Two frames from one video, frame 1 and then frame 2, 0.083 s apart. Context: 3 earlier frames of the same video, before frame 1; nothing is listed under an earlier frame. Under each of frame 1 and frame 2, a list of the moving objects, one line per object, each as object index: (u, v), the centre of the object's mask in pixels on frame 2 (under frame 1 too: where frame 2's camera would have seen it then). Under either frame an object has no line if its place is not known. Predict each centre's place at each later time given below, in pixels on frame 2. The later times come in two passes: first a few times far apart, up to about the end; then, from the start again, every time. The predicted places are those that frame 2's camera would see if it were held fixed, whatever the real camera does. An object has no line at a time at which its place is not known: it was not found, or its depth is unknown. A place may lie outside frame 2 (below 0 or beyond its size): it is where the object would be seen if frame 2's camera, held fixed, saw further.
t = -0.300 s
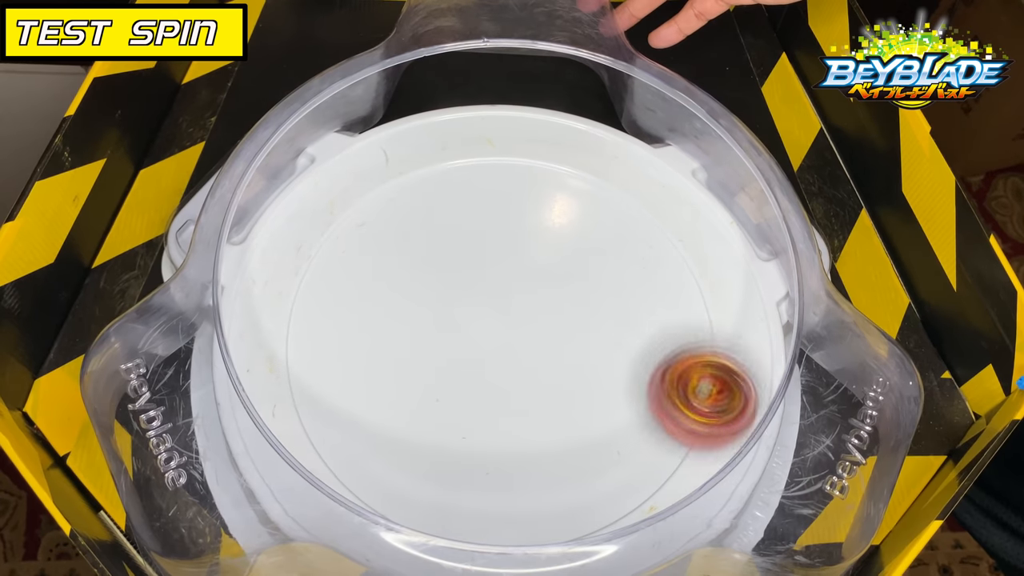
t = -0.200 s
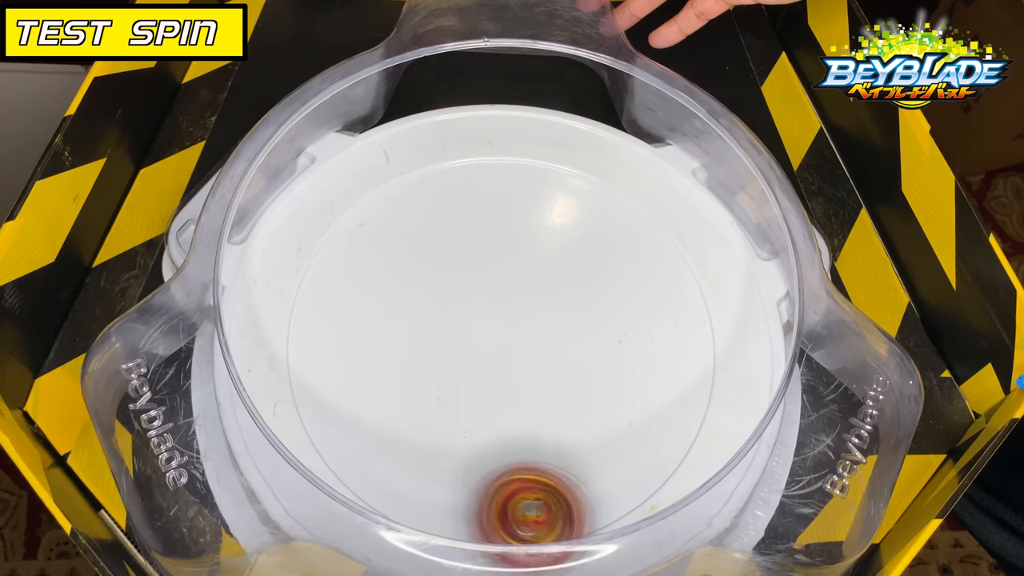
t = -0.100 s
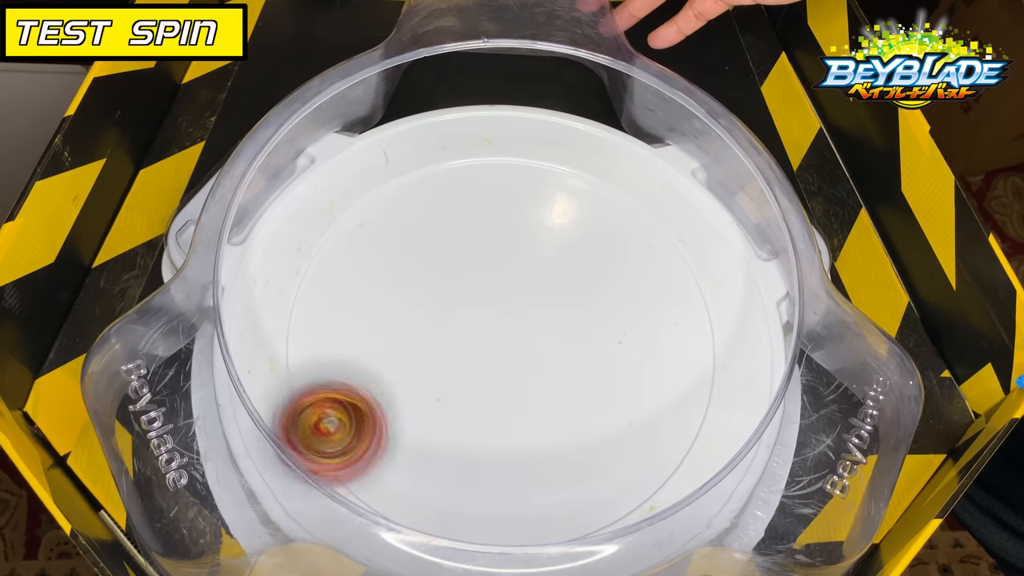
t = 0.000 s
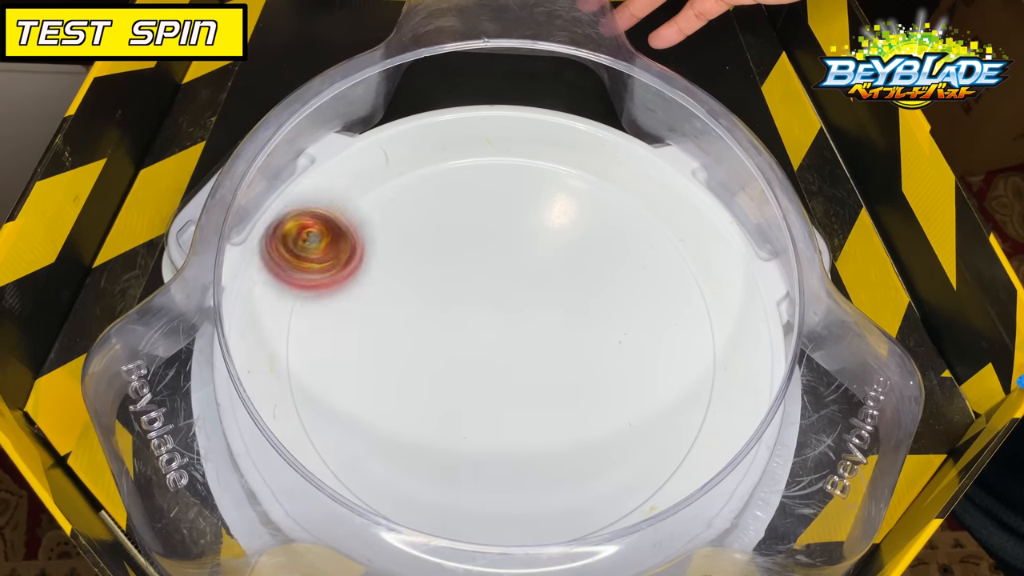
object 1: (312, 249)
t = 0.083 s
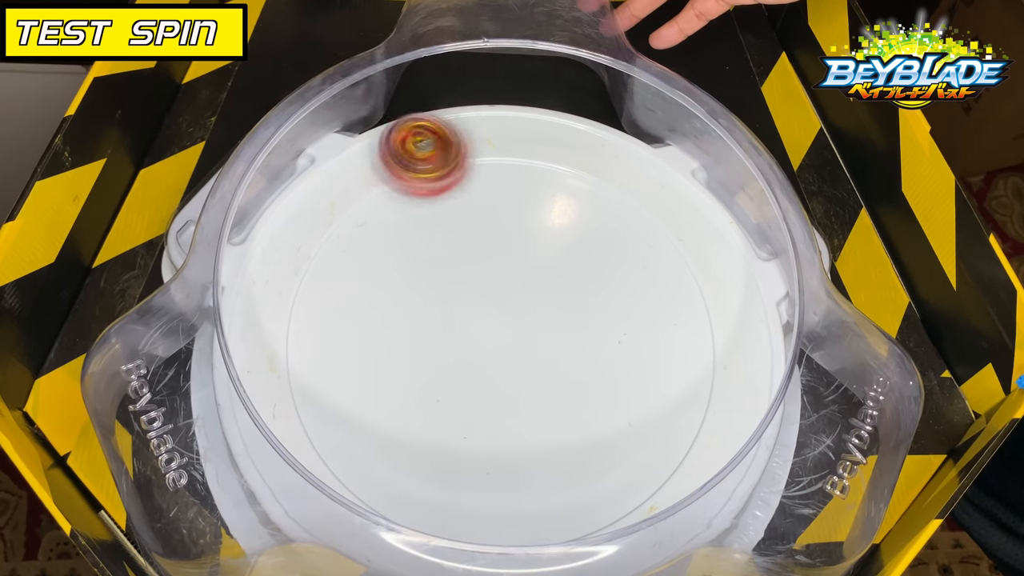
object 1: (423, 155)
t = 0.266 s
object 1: (701, 281)
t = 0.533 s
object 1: (334, 435)
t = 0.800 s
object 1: (552, 152)
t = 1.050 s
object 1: (611, 496)
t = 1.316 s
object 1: (322, 236)
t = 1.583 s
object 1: (702, 276)
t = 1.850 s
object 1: (374, 477)
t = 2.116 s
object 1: (485, 146)
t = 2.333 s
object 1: (714, 355)
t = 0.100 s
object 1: (452, 147)
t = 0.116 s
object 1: (483, 143)
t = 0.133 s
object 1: (515, 143)
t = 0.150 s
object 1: (546, 148)
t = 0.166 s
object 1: (575, 156)
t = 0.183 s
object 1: (604, 169)
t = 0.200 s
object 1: (630, 186)
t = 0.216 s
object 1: (653, 205)
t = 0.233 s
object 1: (673, 228)
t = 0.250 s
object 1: (689, 253)
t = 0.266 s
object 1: (701, 281)
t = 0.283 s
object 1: (708, 312)
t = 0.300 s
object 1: (710, 342)
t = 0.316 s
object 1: (705, 373)
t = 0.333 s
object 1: (695, 404)
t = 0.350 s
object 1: (678, 434)
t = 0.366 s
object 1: (655, 460)
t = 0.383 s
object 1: (627, 480)
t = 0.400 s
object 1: (595, 498)
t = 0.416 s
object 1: (559, 505)
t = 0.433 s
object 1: (523, 517)
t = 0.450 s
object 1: (487, 517)
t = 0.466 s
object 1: (454, 503)
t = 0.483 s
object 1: (414, 497)
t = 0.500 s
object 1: (381, 483)
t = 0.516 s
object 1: (354, 462)
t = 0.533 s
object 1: (334, 435)
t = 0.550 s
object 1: (314, 409)
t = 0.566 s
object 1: (299, 380)
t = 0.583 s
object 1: (292, 350)
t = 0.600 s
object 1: (290, 320)
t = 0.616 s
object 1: (294, 290)
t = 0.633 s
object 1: (303, 262)
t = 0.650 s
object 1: (316, 237)
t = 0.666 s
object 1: (335, 213)
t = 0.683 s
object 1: (356, 193)
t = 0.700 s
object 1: (379, 176)
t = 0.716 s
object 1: (405, 163)
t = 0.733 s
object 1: (433, 153)
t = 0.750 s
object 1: (462, 147)
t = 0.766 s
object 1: (493, 145)
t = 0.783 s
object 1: (523, 146)
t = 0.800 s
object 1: (552, 152)
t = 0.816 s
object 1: (581, 163)
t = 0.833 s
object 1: (608, 175)
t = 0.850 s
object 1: (633, 191)
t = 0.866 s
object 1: (656, 211)
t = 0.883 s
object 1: (675, 233)
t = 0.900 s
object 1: (689, 258)
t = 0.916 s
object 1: (701, 285)
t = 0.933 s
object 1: (707, 314)
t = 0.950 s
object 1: (709, 343)
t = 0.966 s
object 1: (706, 373)
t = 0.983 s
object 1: (697, 402)
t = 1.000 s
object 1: (684, 430)
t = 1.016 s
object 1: (663, 454)
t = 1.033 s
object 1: (640, 478)
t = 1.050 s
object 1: (611, 496)
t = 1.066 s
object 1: (580, 509)
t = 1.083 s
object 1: (548, 519)
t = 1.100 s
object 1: (511, 523)
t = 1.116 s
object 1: (474, 521)
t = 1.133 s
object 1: (439, 513)
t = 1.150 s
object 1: (404, 501)
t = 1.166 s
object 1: (374, 482)
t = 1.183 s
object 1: (349, 460)
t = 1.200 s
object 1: (327, 434)
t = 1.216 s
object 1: (312, 406)
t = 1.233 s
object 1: (299, 377)
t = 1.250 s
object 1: (293, 348)
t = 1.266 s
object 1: (293, 316)
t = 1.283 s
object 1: (298, 287)
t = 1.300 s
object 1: (308, 261)
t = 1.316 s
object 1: (322, 236)
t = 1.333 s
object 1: (341, 213)
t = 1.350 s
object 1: (361, 194)
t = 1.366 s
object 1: (385, 177)
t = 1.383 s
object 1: (412, 164)
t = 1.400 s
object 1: (439, 155)
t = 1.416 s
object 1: (466, 149)
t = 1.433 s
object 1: (495, 147)
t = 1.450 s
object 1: (524, 149)
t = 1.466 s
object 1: (553, 154)
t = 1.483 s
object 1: (581, 163)
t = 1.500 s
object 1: (607, 174)
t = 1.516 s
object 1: (632, 188)
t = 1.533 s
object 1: (654, 207)
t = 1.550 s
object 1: (673, 228)
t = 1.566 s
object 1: (689, 251)
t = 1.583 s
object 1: (702, 276)
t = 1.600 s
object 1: (710, 302)
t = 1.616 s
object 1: (714, 330)
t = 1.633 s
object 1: (713, 358)
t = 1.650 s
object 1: (707, 387)
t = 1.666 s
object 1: (697, 414)
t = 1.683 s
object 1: (680, 439)
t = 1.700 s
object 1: (660, 460)
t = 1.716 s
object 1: (637, 485)
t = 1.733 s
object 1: (608, 500)
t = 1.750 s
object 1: (573, 503)
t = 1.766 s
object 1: (540, 508)
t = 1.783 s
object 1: (506, 519)
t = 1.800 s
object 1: (471, 519)
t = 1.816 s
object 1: (440, 499)
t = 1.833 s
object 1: (410, 487)
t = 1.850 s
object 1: (374, 477)
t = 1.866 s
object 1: (349, 456)
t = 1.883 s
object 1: (329, 430)
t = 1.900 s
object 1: (314, 402)
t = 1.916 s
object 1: (302, 374)
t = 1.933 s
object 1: (297, 345)
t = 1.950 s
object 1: (298, 316)
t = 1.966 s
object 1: (302, 288)
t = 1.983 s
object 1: (311, 260)
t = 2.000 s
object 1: (324, 236)
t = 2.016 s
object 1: (341, 215)
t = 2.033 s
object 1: (360, 196)
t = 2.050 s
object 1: (382, 180)
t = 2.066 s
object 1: (406, 166)
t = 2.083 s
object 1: (431, 156)
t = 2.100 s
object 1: (457, 150)
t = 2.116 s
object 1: (485, 146)
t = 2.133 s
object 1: (512, 145)
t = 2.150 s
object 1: (538, 147)
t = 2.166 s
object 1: (566, 153)
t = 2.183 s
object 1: (592, 163)
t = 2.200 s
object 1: (616, 175)
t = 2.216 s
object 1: (639, 189)
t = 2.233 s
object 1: (659, 208)
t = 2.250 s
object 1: (677, 227)
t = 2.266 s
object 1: (692, 250)
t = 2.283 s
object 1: (704, 274)
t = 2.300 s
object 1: (712, 299)
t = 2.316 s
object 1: (715, 327)
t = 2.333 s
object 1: (714, 355)
